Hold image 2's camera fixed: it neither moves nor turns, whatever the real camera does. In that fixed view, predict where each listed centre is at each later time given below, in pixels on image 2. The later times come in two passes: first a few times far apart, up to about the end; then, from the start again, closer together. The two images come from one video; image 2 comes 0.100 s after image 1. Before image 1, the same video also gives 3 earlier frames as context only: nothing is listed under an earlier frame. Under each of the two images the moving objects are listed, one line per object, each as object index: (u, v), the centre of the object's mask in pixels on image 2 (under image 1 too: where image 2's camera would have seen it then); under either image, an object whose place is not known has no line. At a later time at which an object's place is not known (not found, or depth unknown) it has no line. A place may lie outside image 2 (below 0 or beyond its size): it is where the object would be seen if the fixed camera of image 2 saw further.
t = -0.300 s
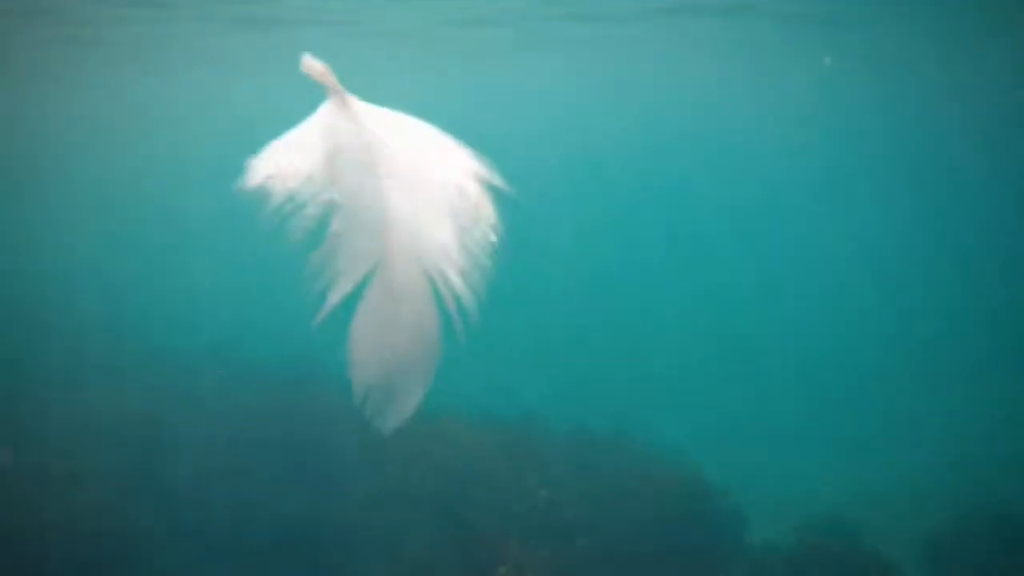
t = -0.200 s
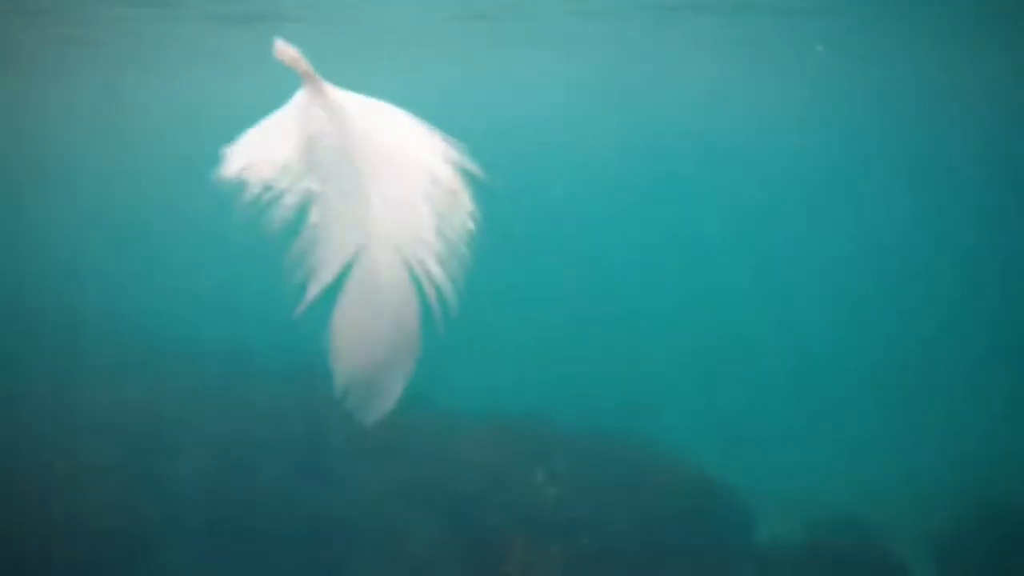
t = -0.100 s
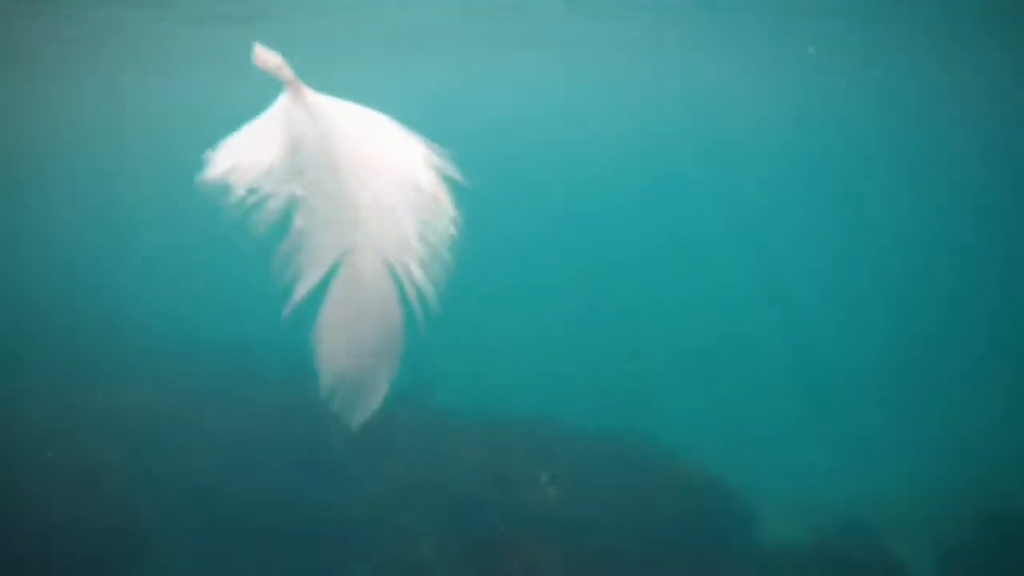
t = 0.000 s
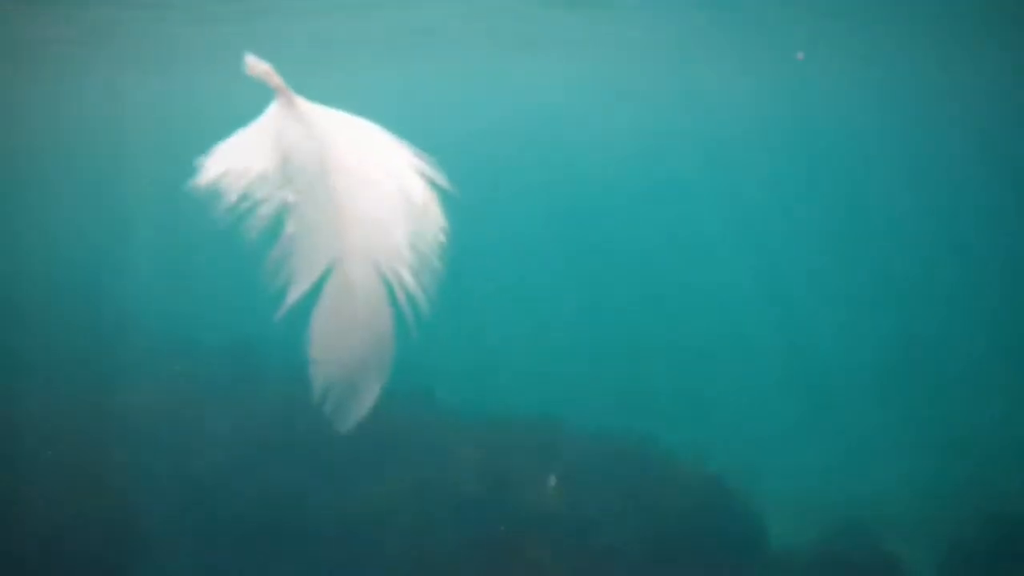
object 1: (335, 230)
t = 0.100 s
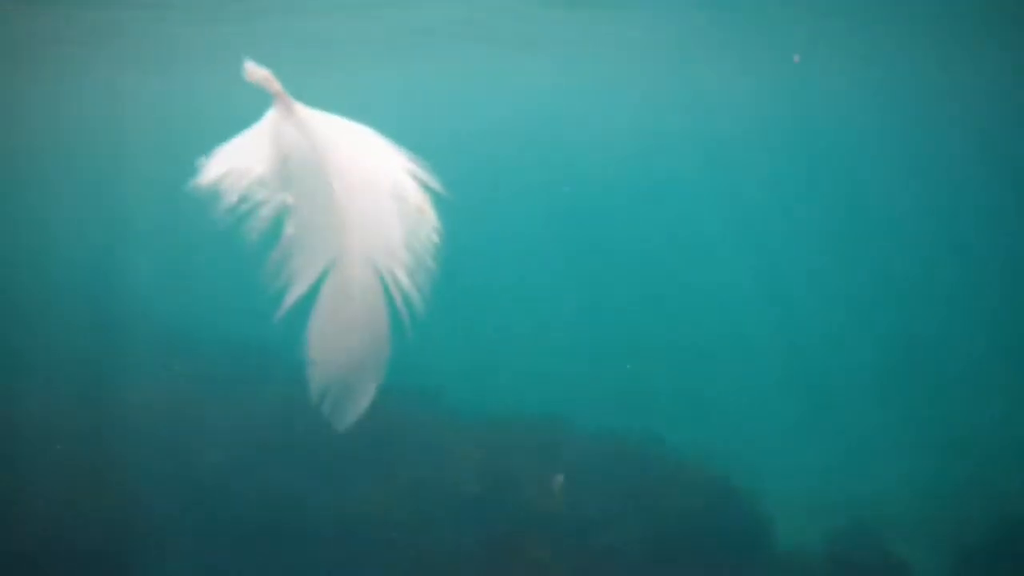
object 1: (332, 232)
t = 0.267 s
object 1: (331, 244)
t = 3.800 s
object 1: (401, 214)
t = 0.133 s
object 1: (325, 233)
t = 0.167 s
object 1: (325, 236)
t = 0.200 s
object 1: (327, 238)
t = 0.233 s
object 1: (329, 241)
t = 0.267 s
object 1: (331, 244)
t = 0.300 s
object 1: (333, 250)
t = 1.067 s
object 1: (354, 237)
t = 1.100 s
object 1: (351, 228)
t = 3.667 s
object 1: (383, 231)
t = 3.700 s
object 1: (398, 219)
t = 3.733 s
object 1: (400, 217)
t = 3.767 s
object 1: (400, 215)
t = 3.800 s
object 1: (401, 214)
